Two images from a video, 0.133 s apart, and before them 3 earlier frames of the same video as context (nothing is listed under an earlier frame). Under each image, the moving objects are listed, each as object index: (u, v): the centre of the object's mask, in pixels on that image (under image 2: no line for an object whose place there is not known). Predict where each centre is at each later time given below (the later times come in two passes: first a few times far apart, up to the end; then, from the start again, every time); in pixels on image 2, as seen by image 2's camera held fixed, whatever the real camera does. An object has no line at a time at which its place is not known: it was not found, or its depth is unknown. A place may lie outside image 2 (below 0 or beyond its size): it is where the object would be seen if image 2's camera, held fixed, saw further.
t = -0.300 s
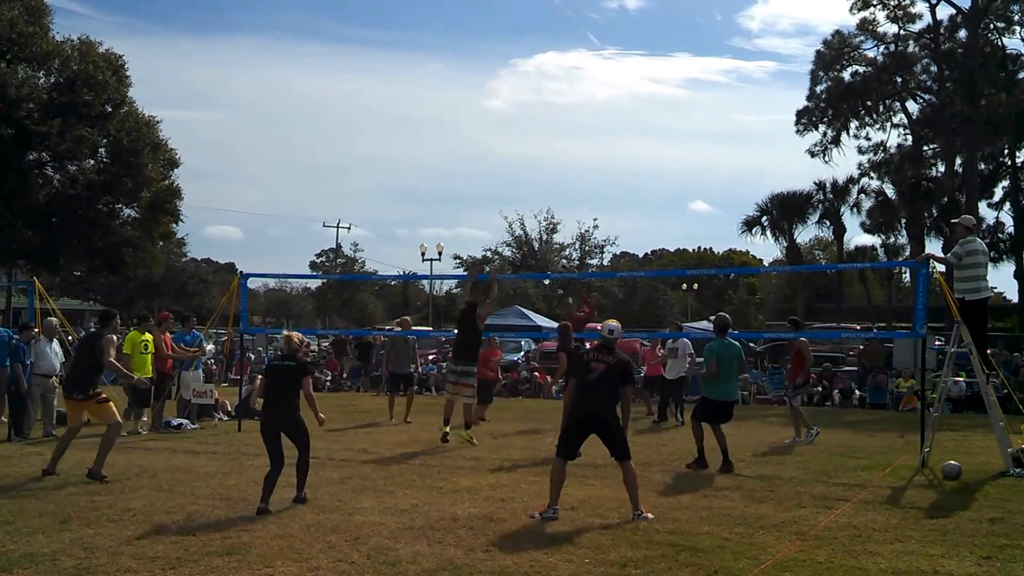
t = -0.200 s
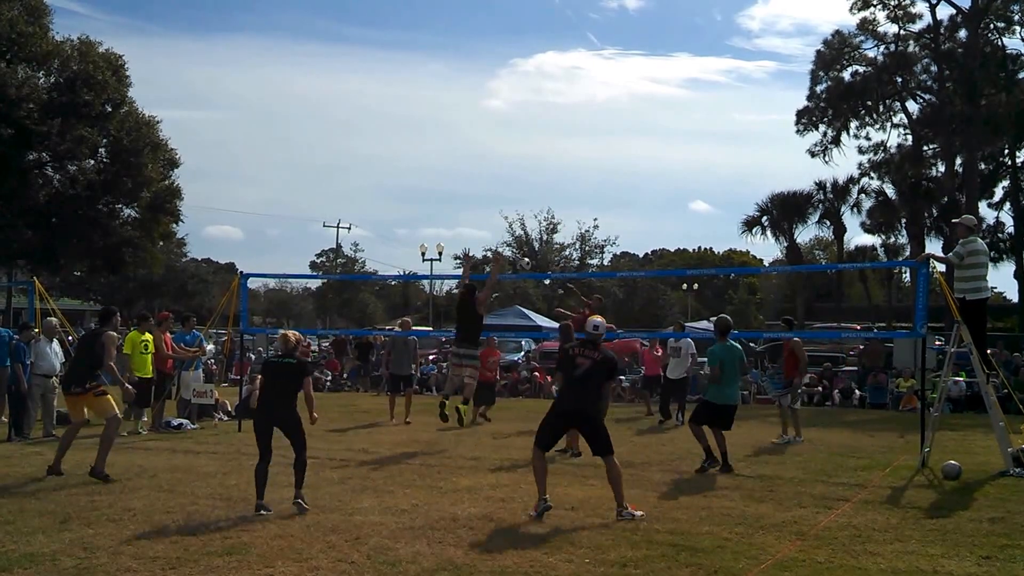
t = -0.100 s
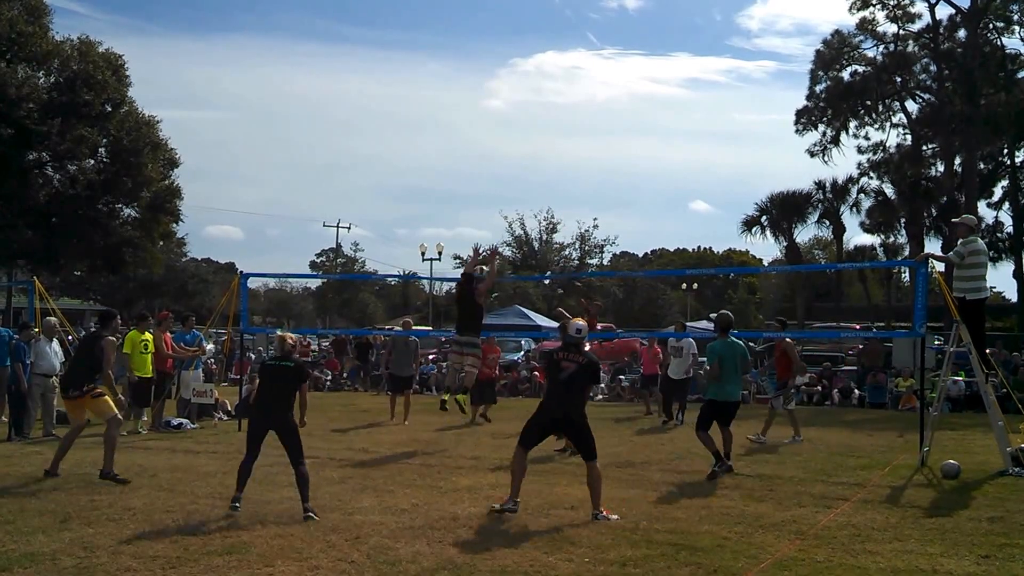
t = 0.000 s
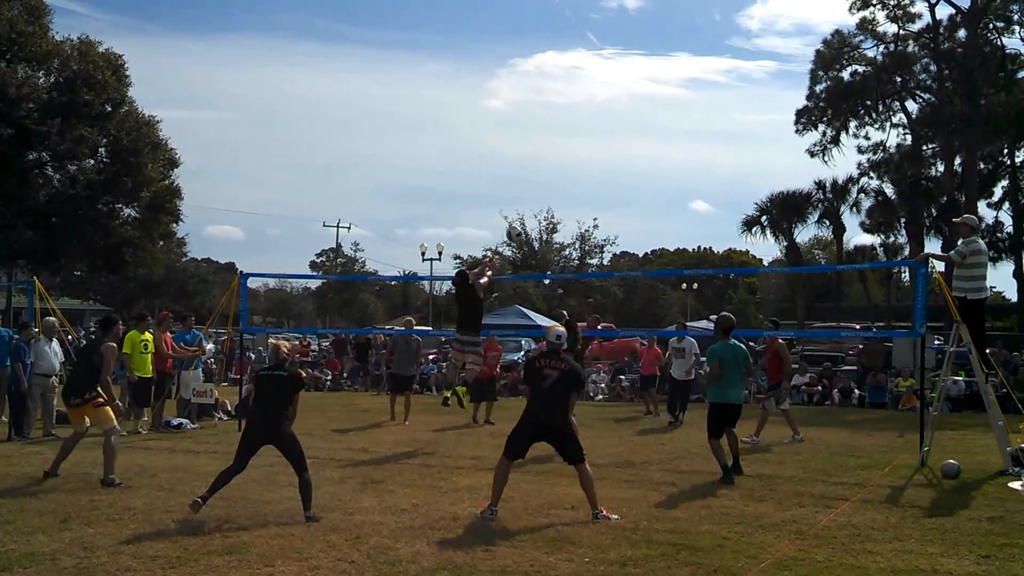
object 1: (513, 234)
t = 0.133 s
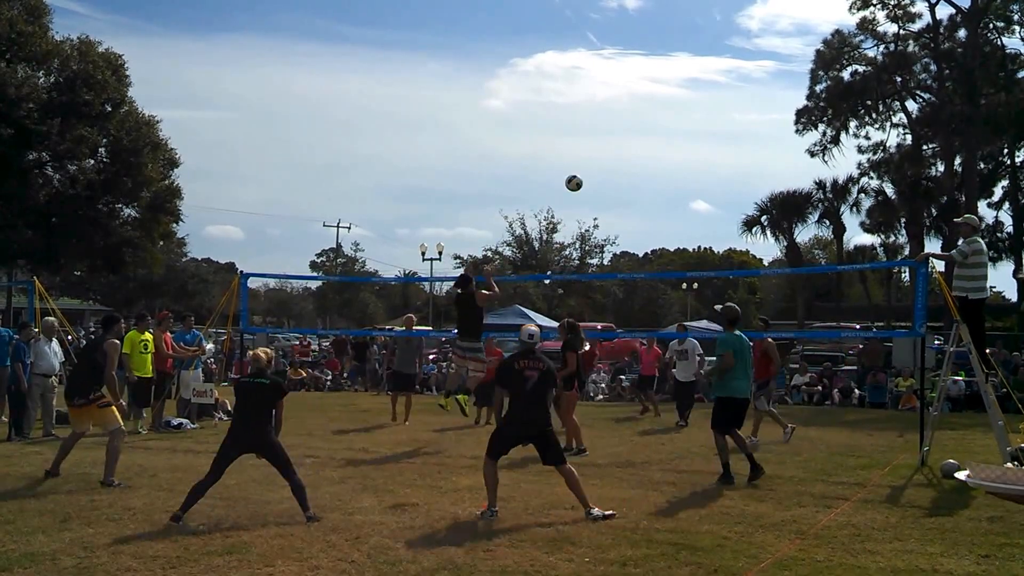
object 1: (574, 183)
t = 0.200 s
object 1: (605, 161)
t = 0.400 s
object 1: (705, 115)
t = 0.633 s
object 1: (840, 105)
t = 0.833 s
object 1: (976, 149)
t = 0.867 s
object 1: (1000, 162)
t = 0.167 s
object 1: (589, 172)
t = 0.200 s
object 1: (605, 161)
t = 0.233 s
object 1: (620, 151)
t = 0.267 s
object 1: (637, 143)
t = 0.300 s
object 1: (654, 134)
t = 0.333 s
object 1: (670, 127)
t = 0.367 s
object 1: (688, 121)
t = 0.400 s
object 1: (705, 115)
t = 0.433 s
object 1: (723, 110)
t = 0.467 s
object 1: (742, 107)
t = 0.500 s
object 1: (760, 104)
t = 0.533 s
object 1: (780, 102)
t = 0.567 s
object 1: (799, 102)
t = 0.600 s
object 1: (819, 102)
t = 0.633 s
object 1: (840, 105)
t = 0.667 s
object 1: (860, 108)
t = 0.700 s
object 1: (883, 112)
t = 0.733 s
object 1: (904, 120)
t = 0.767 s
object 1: (928, 127)
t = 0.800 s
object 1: (952, 137)
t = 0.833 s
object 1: (976, 149)
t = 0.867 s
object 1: (1000, 162)
